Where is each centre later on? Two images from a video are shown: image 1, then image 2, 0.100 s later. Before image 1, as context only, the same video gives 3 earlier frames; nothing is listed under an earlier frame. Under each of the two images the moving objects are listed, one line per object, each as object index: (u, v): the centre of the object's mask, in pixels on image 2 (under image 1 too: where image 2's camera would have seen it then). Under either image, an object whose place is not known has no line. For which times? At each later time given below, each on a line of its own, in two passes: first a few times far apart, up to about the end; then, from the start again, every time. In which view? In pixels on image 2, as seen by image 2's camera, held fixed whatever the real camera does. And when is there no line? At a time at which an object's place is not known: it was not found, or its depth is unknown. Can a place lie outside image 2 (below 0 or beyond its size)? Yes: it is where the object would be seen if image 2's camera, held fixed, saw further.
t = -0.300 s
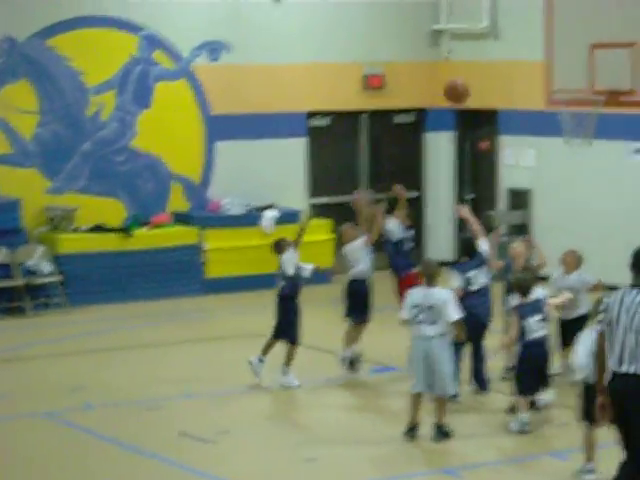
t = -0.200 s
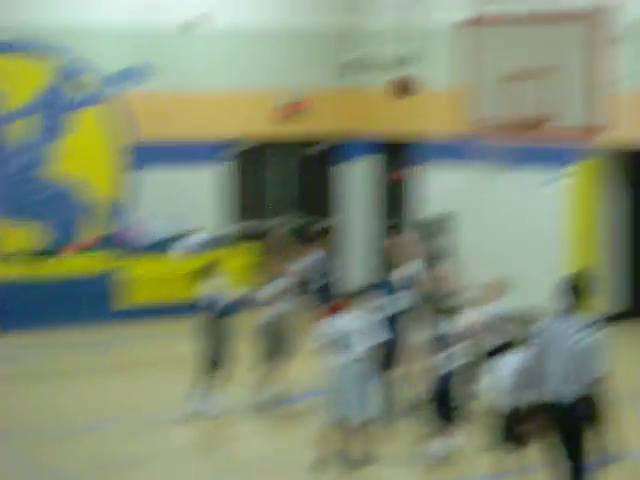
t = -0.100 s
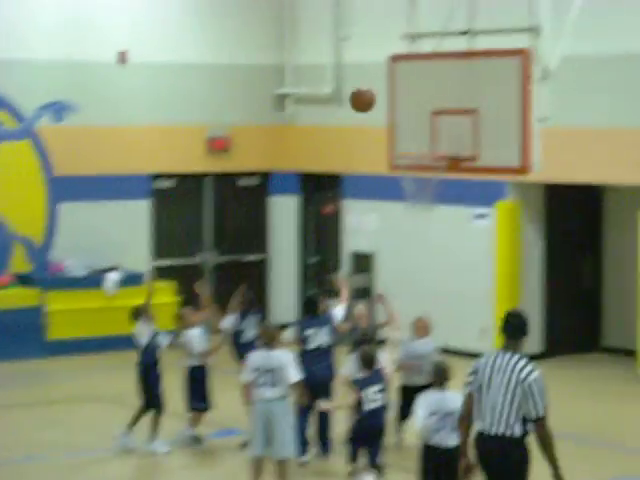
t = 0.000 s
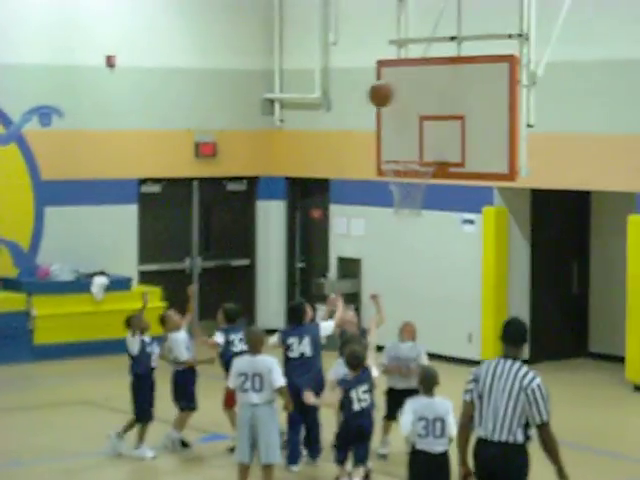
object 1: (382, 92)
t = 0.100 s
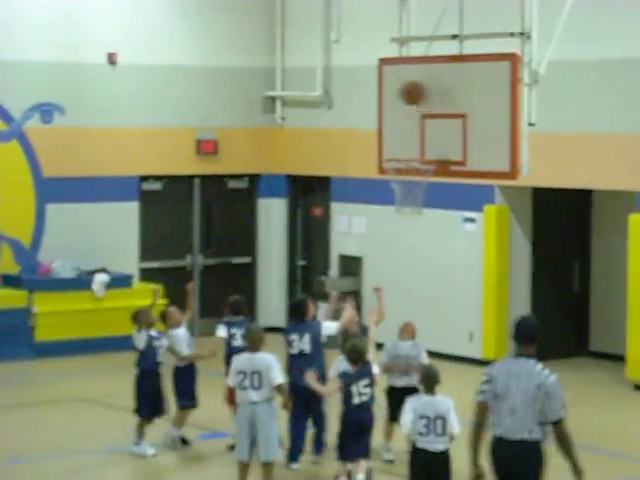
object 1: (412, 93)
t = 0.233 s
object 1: (426, 106)
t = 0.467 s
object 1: (408, 132)
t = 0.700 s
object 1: (381, 118)
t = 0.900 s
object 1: (357, 155)
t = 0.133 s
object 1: (424, 95)
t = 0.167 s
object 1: (429, 98)
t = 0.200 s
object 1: (428, 102)
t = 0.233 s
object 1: (426, 106)
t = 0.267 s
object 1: (424, 112)
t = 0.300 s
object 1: (421, 120)
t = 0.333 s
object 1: (420, 128)
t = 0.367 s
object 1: (417, 138)
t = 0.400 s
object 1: (415, 146)
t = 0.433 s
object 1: (411, 140)
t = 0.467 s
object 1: (408, 132)
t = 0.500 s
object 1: (404, 126)
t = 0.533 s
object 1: (400, 121)
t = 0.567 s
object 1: (396, 118)
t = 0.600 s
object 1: (392, 116)
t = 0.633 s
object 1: (388, 115)
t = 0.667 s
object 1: (385, 116)
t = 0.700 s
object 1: (381, 118)
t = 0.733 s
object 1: (377, 121)
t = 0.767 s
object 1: (373, 126)
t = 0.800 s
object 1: (369, 131)
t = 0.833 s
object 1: (365, 138)
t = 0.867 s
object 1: (361, 146)
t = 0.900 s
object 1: (357, 155)
